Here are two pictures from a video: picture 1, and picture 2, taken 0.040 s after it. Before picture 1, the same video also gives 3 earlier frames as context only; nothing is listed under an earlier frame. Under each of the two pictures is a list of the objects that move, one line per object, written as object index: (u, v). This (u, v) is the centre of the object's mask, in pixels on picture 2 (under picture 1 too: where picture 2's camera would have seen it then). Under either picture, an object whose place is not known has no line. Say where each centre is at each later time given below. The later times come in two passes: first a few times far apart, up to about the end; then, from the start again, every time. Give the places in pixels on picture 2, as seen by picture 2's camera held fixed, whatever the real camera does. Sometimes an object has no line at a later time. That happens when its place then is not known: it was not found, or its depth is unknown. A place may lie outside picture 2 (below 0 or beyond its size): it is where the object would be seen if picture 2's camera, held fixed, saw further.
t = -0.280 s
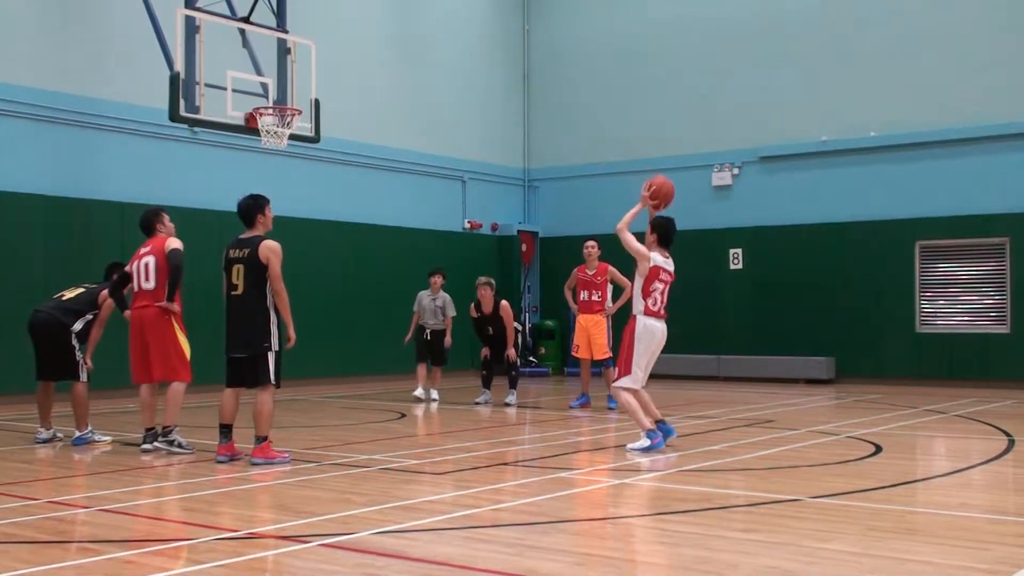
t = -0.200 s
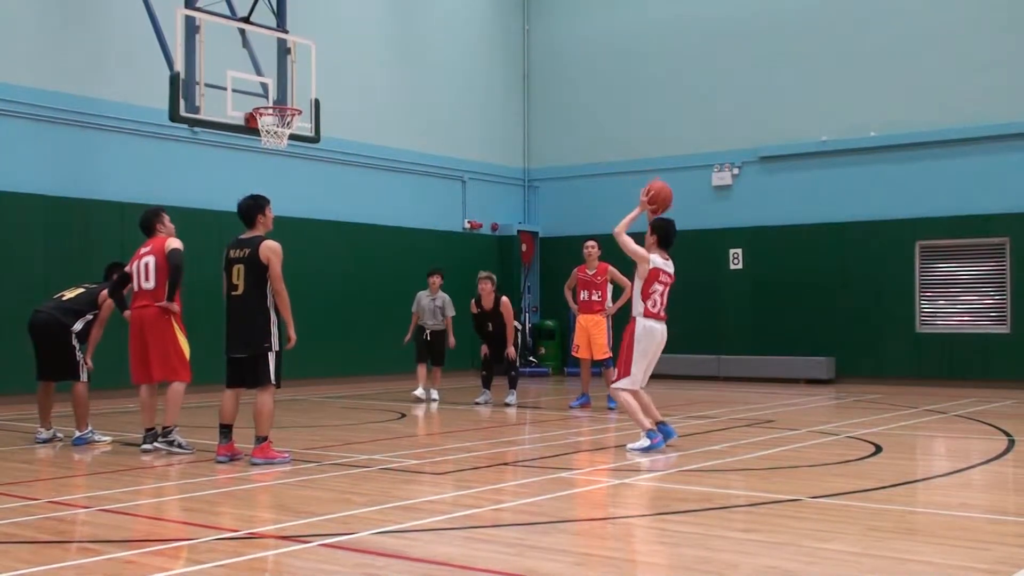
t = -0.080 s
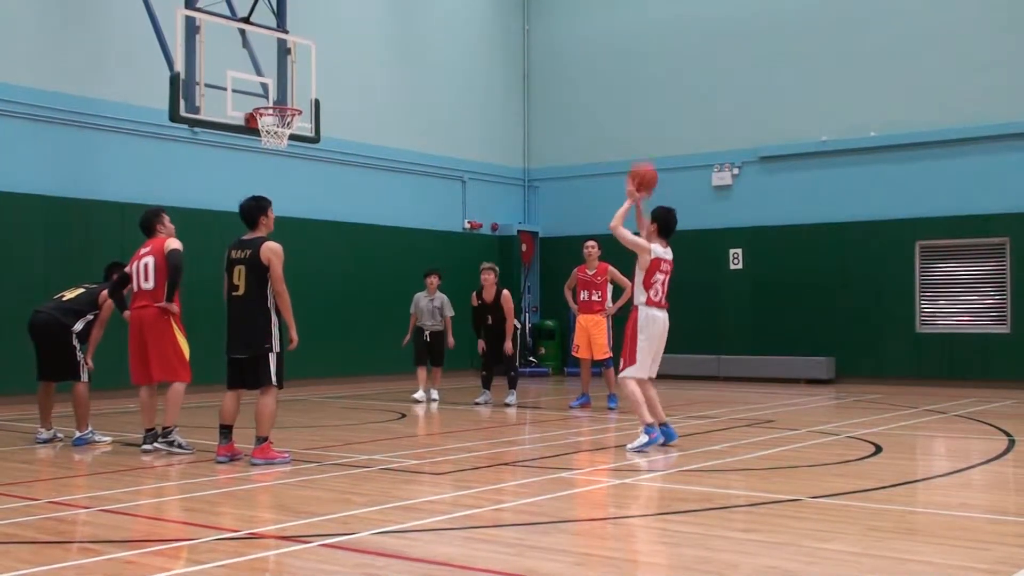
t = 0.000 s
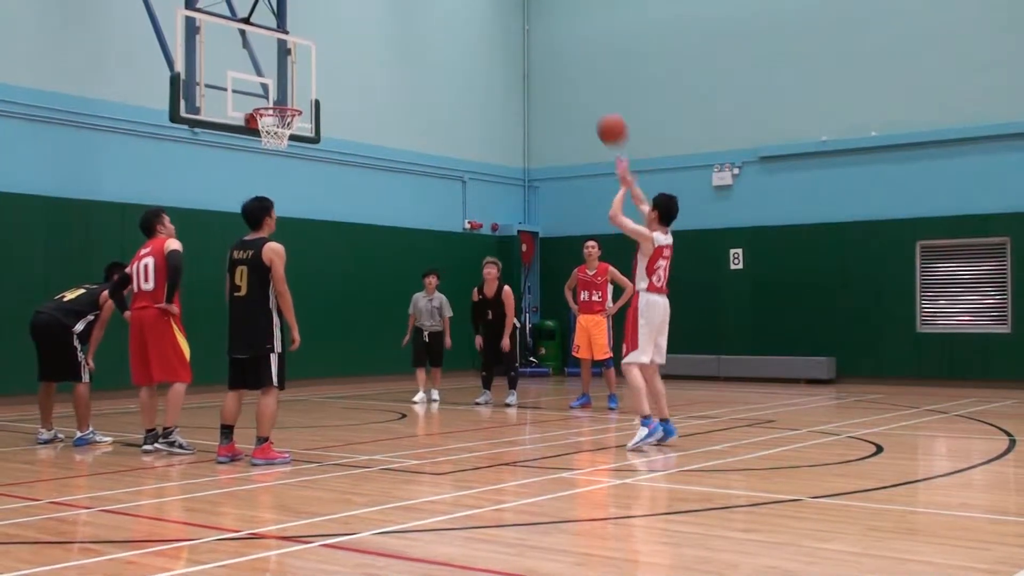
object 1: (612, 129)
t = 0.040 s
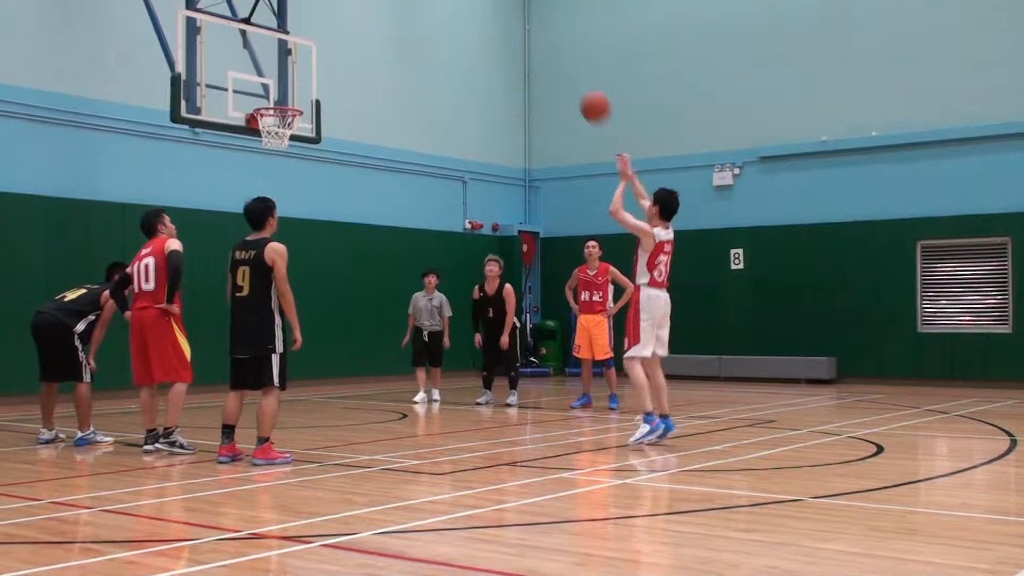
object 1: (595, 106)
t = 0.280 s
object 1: (498, 19)
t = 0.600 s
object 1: (390, 11)
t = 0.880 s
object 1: (311, 85)
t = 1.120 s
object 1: (262, 90)
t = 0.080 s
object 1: (577, 86)
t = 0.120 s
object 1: (561, 68)
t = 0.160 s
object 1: (544, 53)
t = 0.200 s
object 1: (529, 40)
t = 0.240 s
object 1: (514, 29)
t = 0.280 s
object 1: (498, 19)
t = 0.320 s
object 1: (483, 12)
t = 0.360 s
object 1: (468, 9)
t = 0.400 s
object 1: (454, 7)
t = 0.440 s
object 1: (440, 6)
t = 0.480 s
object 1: (426, 6)
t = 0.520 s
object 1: (414, 7)
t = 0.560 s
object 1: (401, 8)
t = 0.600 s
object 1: (390, 11)
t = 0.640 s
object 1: (378, 17)
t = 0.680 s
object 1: (366, 25)
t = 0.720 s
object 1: (355, 34)
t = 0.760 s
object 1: (343, 45)
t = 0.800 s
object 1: (332, 57)
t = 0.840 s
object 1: (321, 70)
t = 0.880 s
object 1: (311, 85)
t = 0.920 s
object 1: (301, 100)
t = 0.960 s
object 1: (290, 100)
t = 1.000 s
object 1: (280, 99)
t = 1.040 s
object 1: (269, 99)
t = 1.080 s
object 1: (262, 96)
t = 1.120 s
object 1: (262, 90)
